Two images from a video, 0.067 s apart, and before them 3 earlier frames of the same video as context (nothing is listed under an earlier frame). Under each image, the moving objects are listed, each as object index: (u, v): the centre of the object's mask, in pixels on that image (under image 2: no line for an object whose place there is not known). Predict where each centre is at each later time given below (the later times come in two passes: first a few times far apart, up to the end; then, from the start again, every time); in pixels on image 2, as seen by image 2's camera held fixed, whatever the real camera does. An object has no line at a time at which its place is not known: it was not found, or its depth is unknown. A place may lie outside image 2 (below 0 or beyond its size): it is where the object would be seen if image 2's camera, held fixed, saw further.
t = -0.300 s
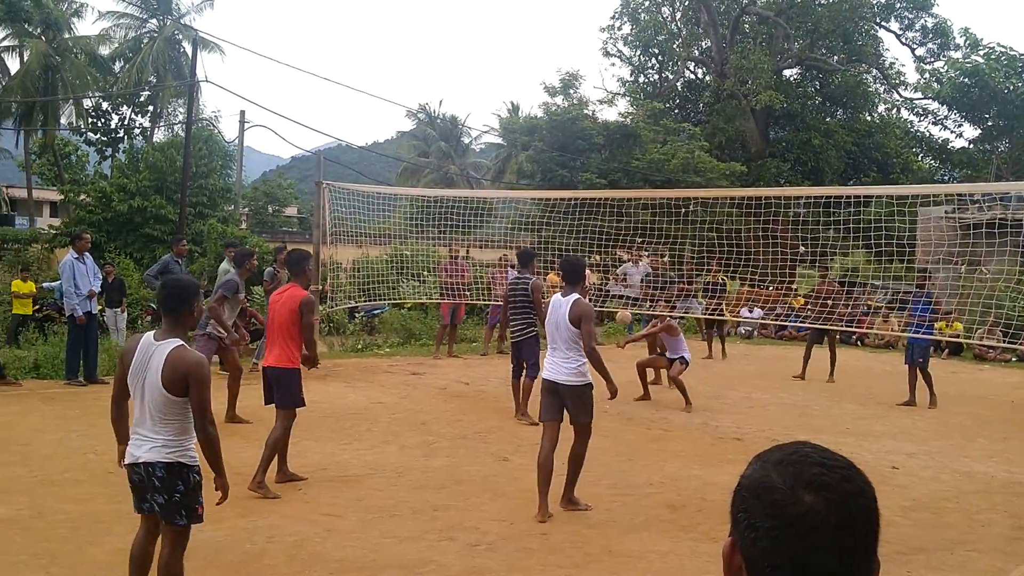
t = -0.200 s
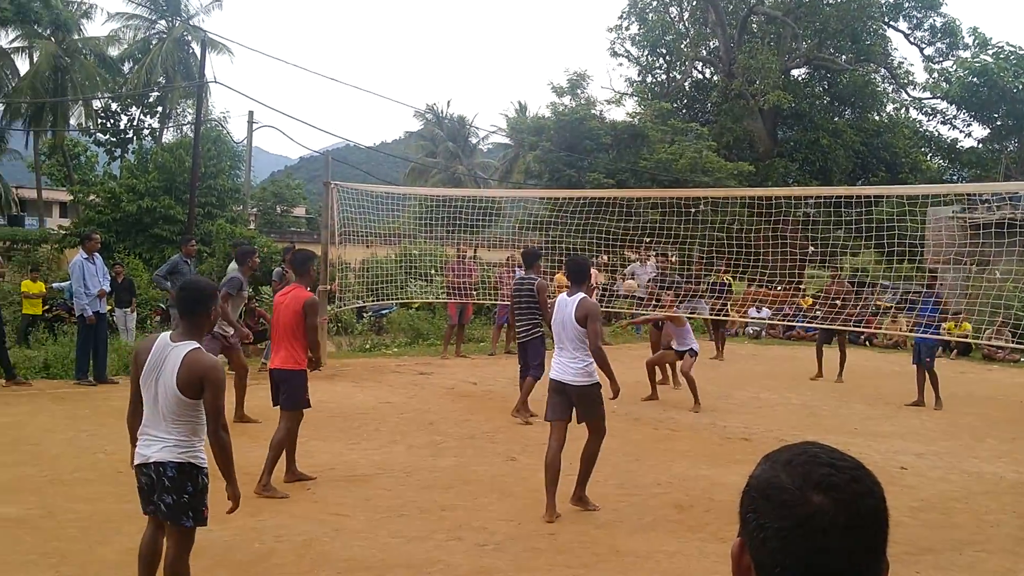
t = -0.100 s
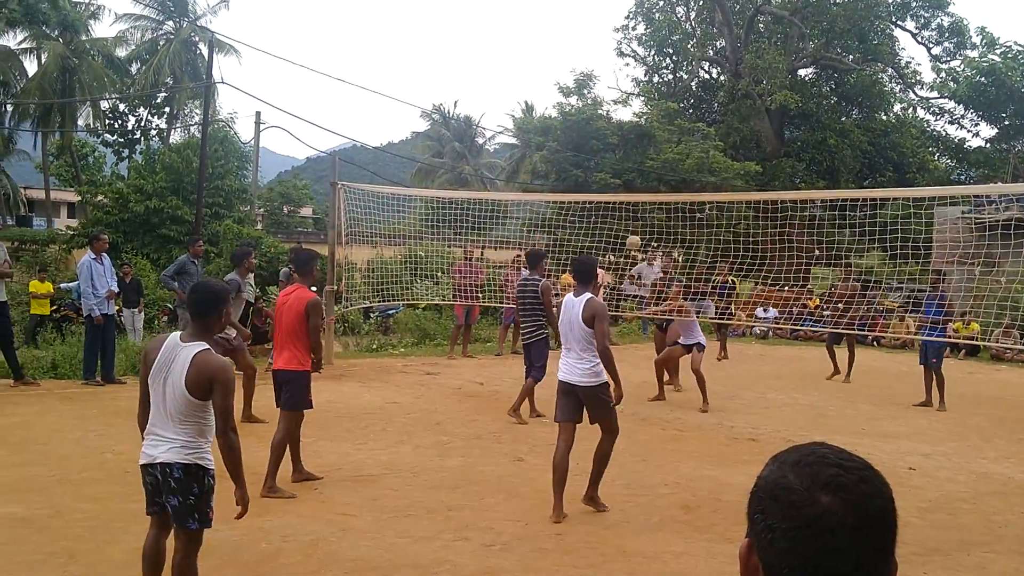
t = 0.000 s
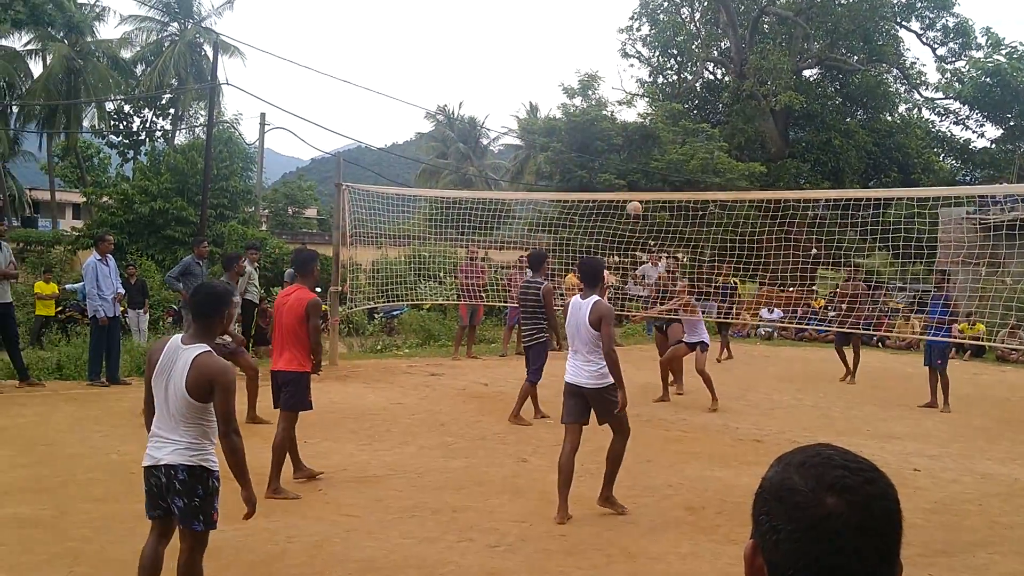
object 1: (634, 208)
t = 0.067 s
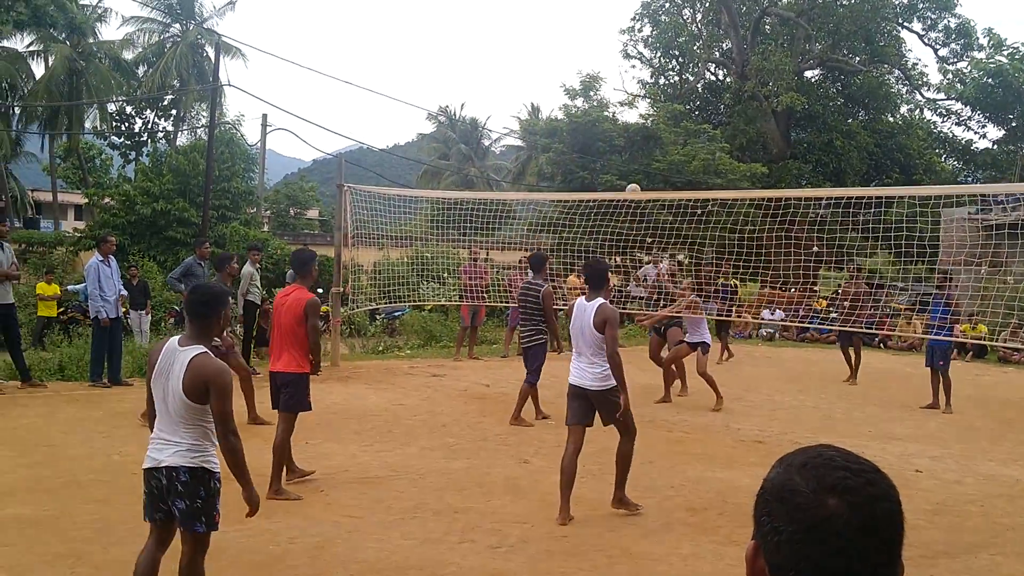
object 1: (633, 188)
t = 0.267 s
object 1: (624, 159)
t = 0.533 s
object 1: (609, 168)
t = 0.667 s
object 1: (601, 191)
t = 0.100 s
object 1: (631, 183)
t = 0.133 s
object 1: (630, 176)
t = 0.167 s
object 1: (628, 170)
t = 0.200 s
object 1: (627, 165)
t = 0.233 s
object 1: (625, 161)
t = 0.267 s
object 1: (624, 159)
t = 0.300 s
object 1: (622, 156)
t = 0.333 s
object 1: (620, 155)
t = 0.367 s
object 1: (618, 155)
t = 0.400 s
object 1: (617, 156)
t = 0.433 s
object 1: (615, 158)
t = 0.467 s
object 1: (613, 160)
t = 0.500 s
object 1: (611, 164)
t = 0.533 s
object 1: (609, 168)
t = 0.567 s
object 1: (607, 172)
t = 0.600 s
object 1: (605, 179)
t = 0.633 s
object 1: (603, 185)
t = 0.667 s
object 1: (601, 191)
